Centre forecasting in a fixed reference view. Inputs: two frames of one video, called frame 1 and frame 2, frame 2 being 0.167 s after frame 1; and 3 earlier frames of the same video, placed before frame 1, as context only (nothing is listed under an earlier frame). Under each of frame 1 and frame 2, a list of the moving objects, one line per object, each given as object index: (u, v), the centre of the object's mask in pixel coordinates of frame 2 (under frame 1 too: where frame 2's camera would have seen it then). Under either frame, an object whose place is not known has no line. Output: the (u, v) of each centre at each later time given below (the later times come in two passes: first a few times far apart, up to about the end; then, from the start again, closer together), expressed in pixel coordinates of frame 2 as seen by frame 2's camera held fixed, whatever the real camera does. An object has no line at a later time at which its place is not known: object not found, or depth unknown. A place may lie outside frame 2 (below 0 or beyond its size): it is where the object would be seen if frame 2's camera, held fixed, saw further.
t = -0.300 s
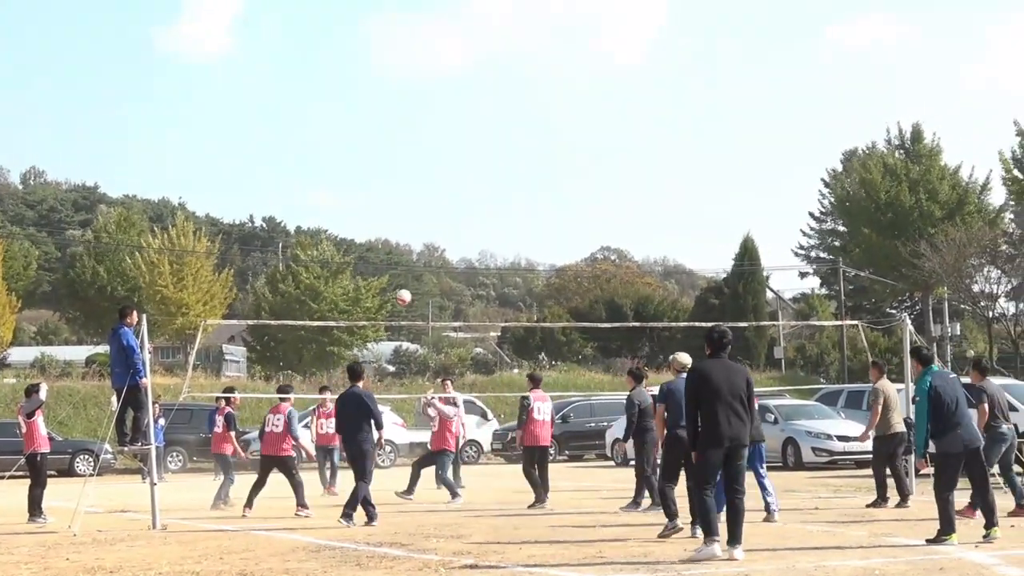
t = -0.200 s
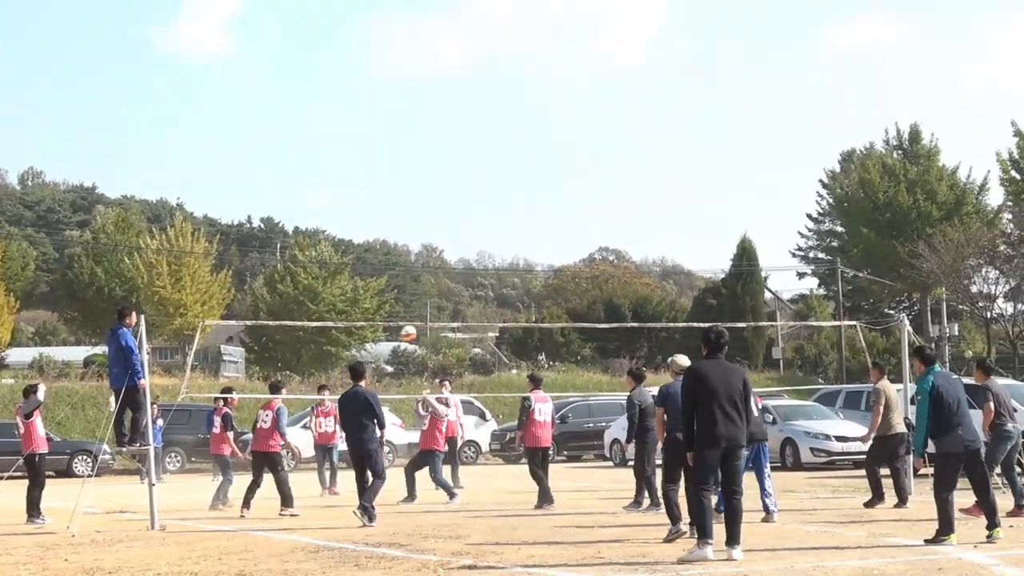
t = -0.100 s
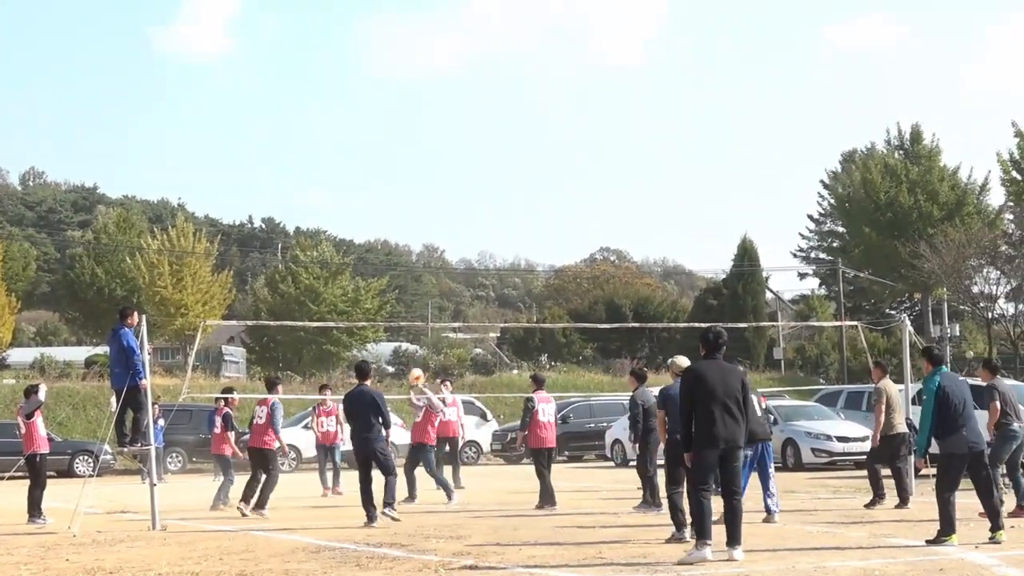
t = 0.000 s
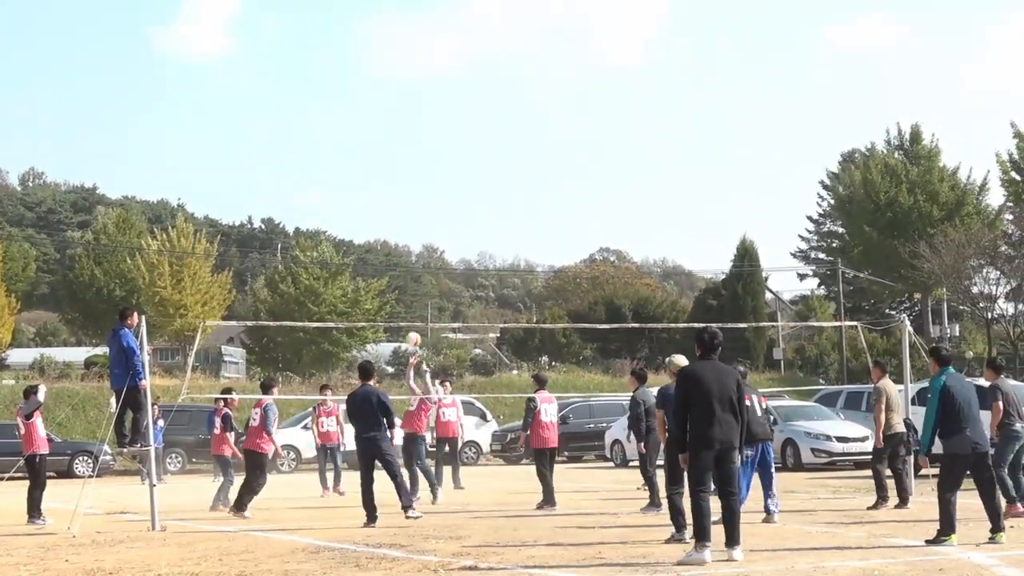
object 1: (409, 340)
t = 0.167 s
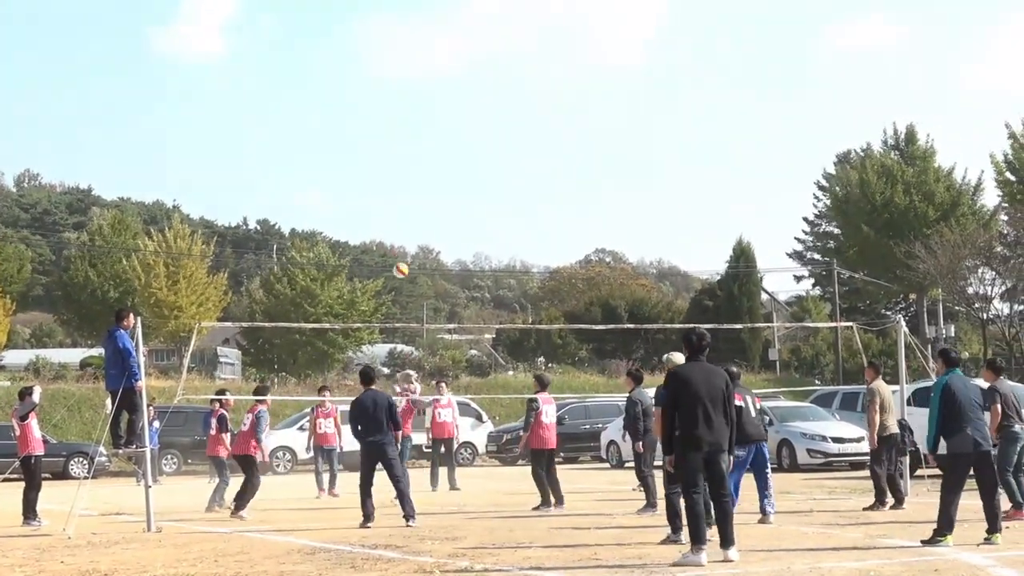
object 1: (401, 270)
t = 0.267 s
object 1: (395, 239)
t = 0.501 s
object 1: (387, 191)
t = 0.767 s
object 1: (379, 180)
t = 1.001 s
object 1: (375, 211)
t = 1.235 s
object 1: (373, 277)
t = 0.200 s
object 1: (399, 259)
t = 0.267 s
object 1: (395, 239)
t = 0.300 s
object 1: (394, 229)
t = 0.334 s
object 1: (393, 221)
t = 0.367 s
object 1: (392, 214)
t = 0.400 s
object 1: (390, 207)
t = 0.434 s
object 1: (389, 201)
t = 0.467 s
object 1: (388, 196)
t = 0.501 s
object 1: (387, 191)
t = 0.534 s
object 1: (385, 187)
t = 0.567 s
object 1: (384, 185)
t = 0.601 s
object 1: (383, 183)
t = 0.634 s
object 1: (382, 180)
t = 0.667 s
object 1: (382, 179)
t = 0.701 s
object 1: (381, 179)
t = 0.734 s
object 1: (380, 180)
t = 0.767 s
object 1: (379, 180)
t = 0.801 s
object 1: (378, 183)
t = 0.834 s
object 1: (377, 186)
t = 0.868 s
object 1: (376, 190)
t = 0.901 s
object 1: (376, 194)
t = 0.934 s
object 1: (375, 199)
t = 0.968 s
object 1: (375, 205)
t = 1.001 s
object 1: (375, 211)
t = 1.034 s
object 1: (375, 218)
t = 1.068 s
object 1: (374, 227)
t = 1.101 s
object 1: (374, 237)
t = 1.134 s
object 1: (374, 245)
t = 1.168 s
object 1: (374, 254)
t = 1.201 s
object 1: (374, 265)
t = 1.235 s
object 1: (373, 277)
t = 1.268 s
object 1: (374, 288)
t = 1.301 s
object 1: (374, 301)
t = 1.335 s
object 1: (374, 315)
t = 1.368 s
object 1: (375, 328)
